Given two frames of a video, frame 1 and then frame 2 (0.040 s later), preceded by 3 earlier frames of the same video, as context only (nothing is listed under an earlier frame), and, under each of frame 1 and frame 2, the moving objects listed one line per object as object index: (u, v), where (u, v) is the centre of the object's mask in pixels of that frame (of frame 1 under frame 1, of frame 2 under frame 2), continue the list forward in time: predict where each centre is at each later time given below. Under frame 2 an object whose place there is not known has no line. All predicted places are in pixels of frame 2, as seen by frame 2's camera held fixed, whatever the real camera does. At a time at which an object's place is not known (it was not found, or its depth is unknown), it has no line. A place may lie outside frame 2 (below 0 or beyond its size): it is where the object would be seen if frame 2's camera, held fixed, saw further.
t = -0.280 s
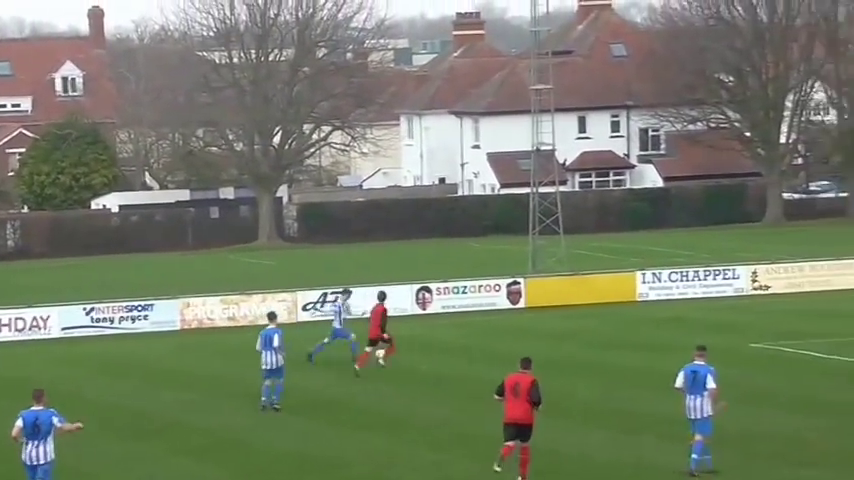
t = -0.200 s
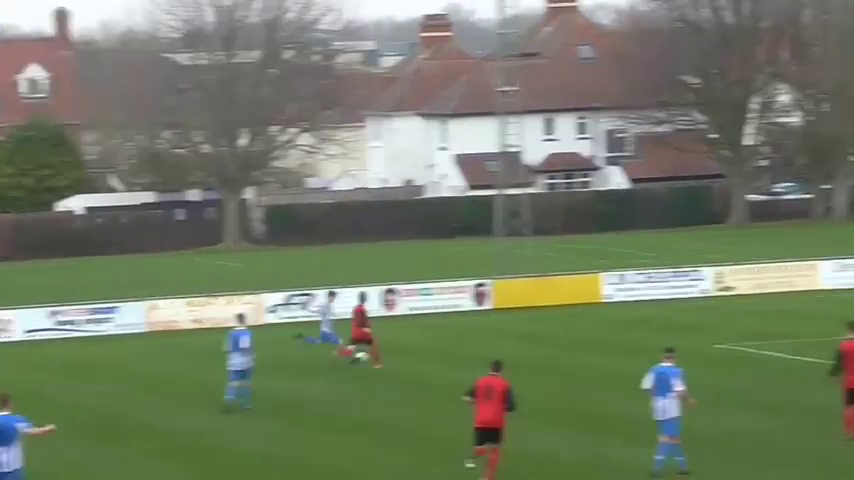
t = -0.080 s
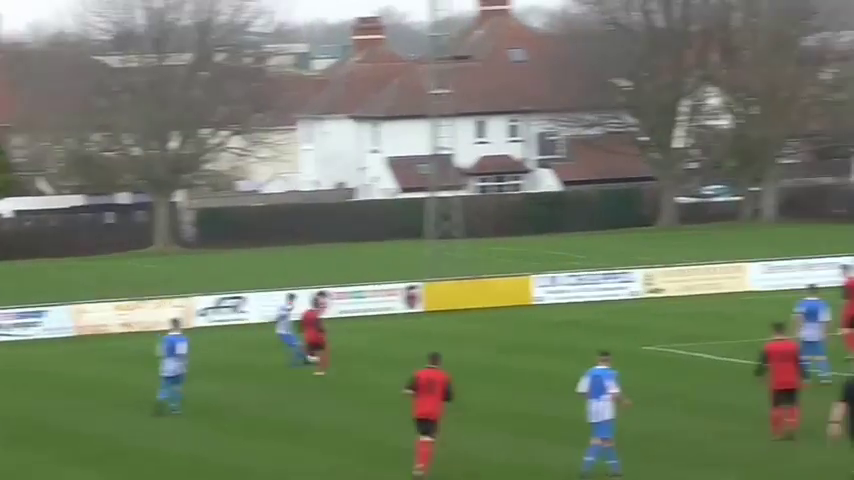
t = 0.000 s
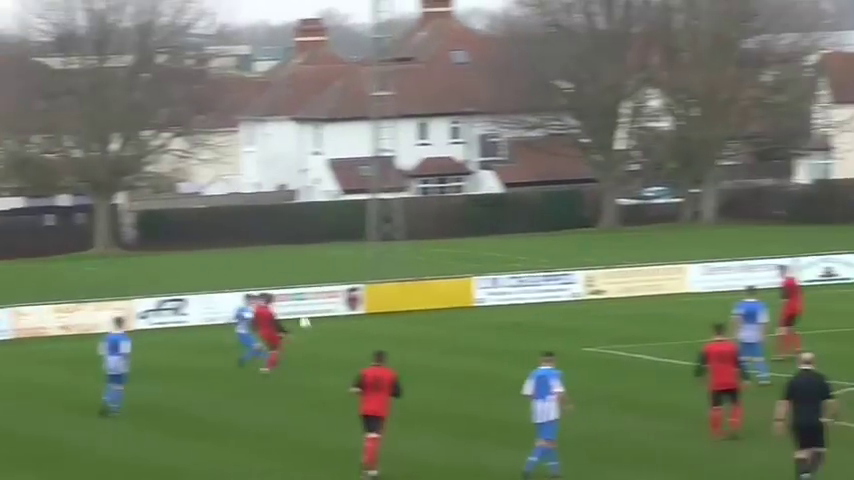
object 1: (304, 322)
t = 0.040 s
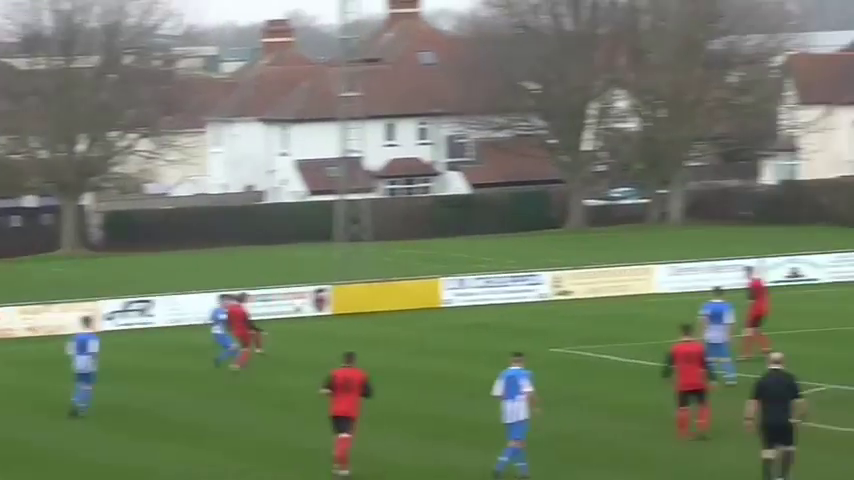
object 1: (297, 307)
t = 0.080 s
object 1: (322, 286)
